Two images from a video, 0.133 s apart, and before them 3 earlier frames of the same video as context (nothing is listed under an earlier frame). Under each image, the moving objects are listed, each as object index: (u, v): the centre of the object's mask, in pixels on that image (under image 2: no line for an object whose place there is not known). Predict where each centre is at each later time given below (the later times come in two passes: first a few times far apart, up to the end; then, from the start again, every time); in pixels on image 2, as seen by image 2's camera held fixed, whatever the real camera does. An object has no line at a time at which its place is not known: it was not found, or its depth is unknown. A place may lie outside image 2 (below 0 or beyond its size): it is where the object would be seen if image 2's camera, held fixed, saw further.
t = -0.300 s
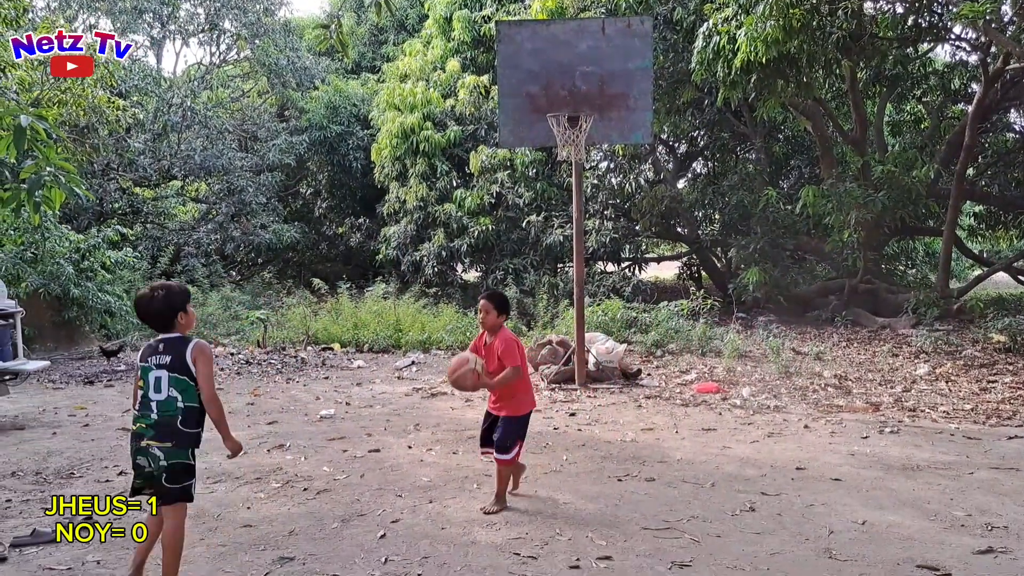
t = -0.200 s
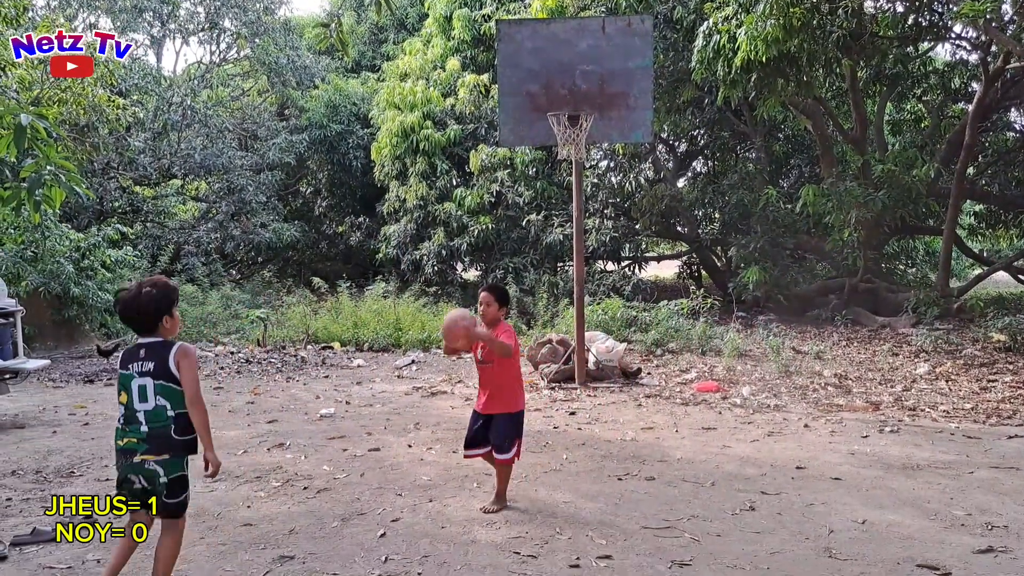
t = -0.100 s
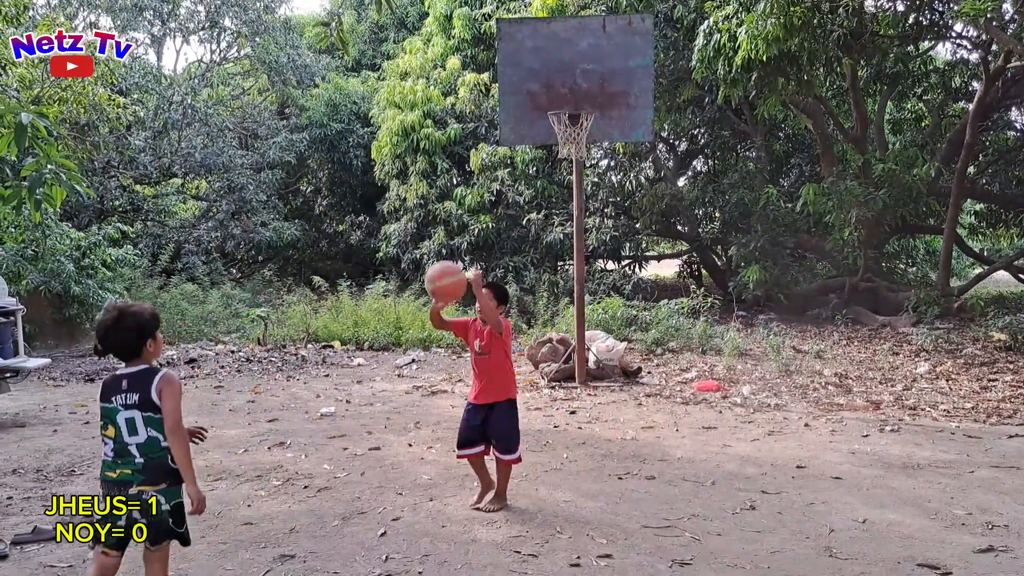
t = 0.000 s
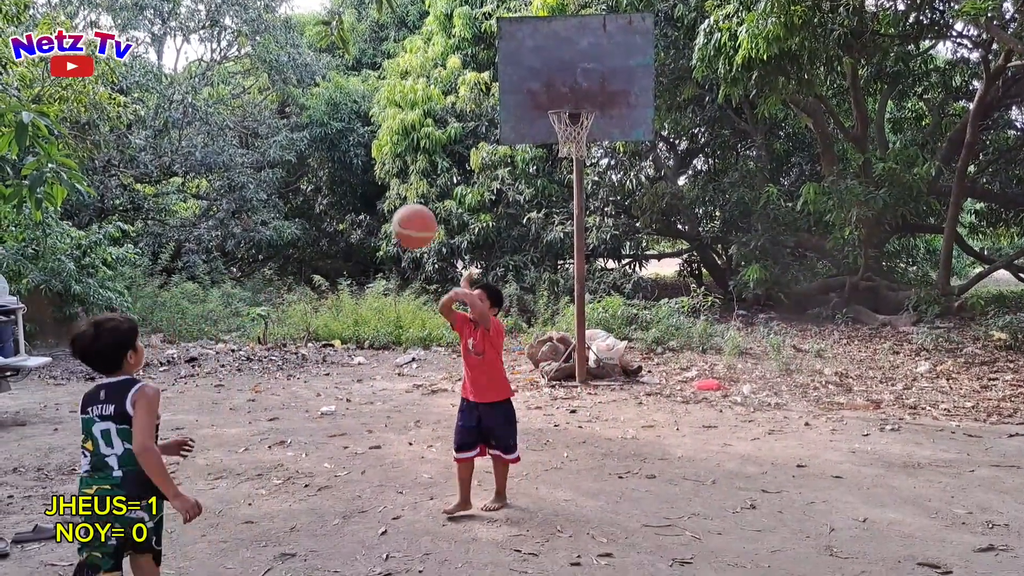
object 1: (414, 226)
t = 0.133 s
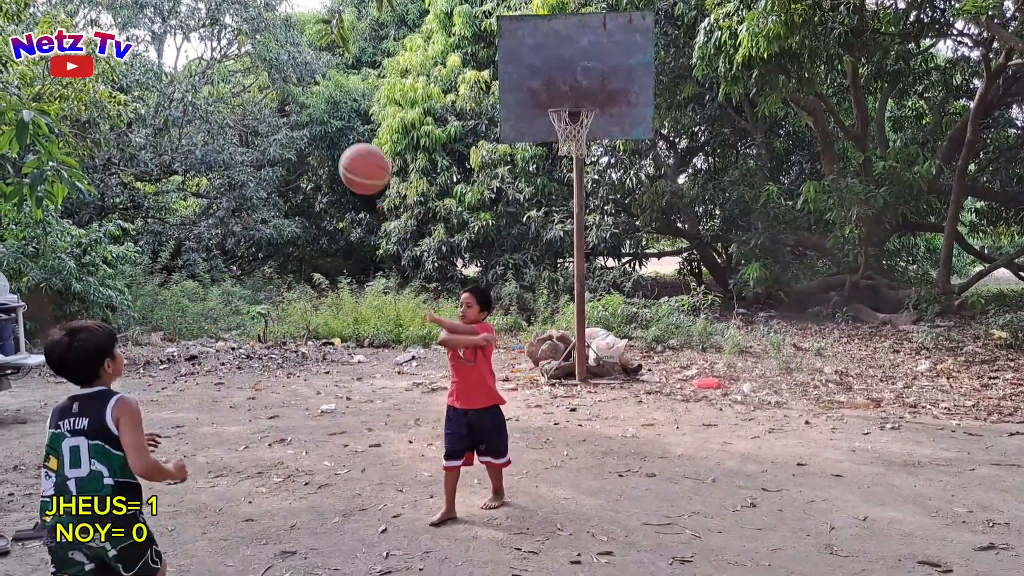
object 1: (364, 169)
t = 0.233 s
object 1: (321, 143)
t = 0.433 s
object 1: (209, 155)
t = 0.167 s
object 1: (350, 159)
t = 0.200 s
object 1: (337, 149)
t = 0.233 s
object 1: (321, 143)
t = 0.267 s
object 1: (305, 139)
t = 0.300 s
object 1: (288, 136)
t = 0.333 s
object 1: (270, 137)
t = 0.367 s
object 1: (251, 139)
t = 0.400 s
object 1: (231, 146)
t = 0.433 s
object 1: (209, 155)
